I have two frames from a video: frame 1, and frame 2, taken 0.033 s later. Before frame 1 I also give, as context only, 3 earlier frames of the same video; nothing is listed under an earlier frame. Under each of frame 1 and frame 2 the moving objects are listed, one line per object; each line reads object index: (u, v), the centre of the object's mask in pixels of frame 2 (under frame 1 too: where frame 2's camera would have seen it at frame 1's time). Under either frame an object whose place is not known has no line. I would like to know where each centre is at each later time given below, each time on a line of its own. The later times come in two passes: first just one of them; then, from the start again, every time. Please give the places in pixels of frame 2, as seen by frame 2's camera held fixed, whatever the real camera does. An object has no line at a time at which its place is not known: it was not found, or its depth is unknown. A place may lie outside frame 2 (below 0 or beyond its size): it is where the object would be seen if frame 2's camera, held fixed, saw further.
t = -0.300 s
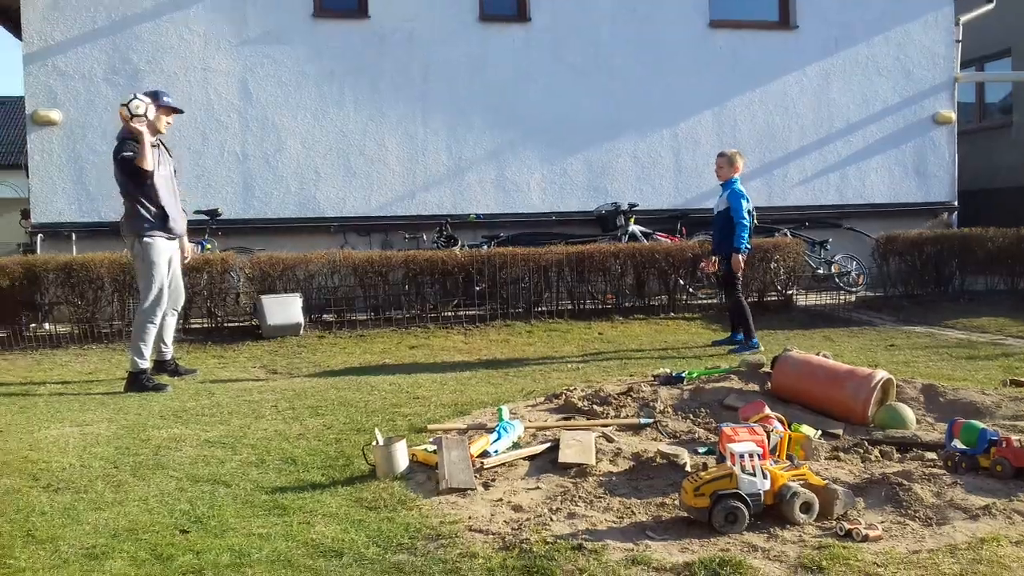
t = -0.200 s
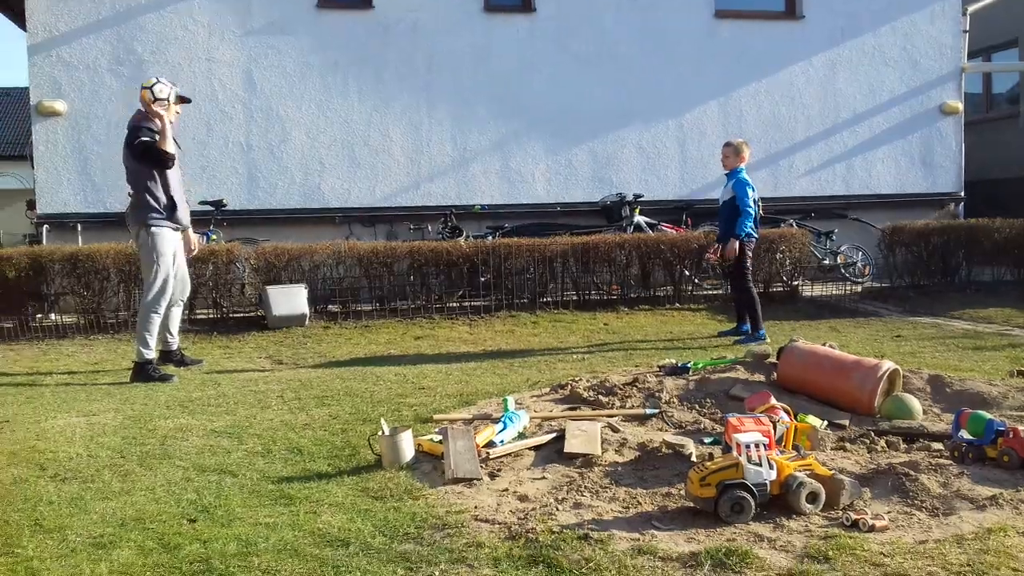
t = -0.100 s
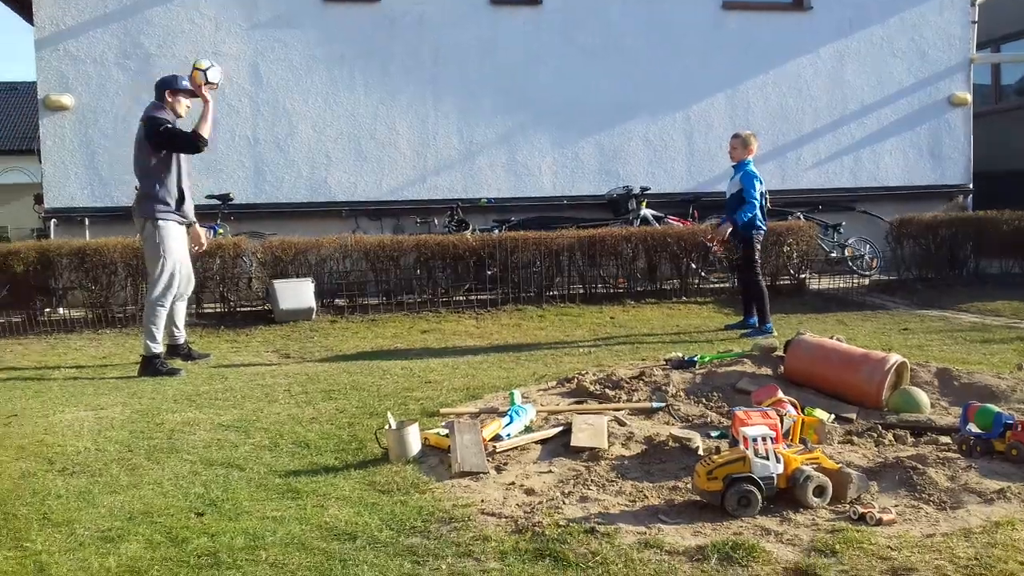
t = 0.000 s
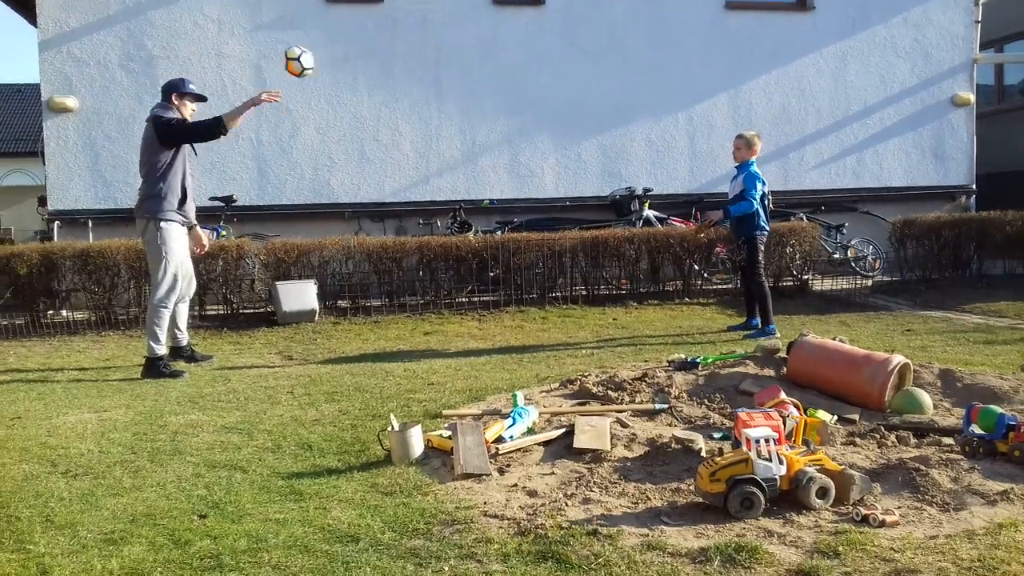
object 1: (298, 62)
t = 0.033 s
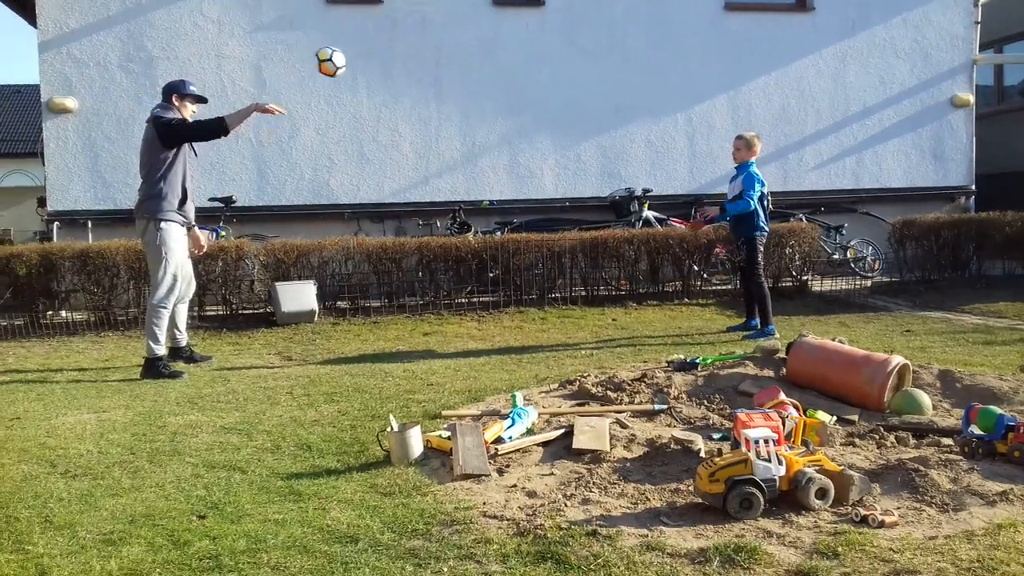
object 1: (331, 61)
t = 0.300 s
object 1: (571, 116)
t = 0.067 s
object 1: (362, 63)
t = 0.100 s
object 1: (393, 65)
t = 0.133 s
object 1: (423, 70)
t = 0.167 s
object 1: (454, 76)
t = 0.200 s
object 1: (484, 84)
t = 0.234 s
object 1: (514, 94)
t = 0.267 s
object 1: (542, 104)
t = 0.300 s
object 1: (571, 116)
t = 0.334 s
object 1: (599, 130)
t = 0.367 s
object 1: (626, 146)
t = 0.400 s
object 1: (655, 163)
